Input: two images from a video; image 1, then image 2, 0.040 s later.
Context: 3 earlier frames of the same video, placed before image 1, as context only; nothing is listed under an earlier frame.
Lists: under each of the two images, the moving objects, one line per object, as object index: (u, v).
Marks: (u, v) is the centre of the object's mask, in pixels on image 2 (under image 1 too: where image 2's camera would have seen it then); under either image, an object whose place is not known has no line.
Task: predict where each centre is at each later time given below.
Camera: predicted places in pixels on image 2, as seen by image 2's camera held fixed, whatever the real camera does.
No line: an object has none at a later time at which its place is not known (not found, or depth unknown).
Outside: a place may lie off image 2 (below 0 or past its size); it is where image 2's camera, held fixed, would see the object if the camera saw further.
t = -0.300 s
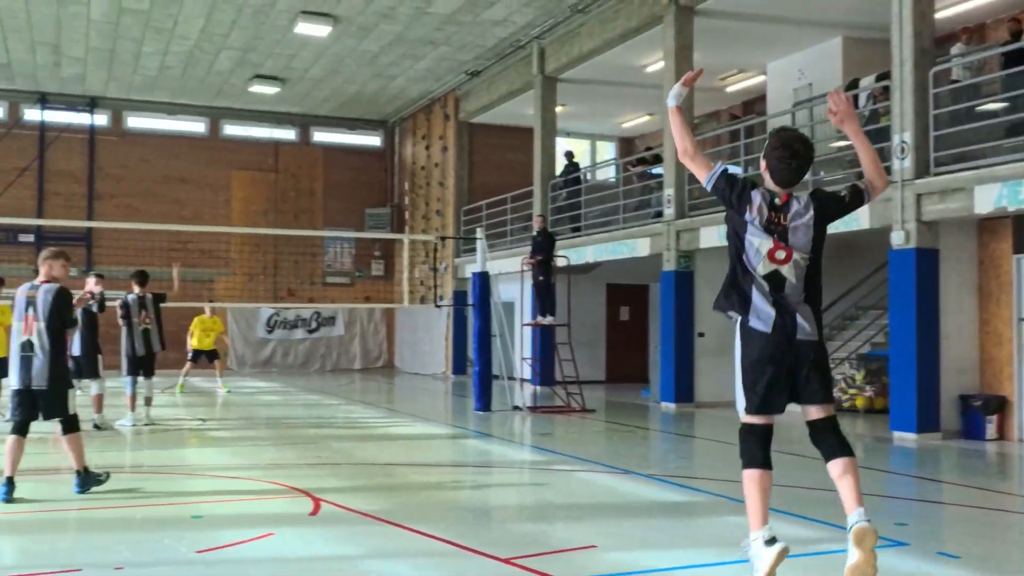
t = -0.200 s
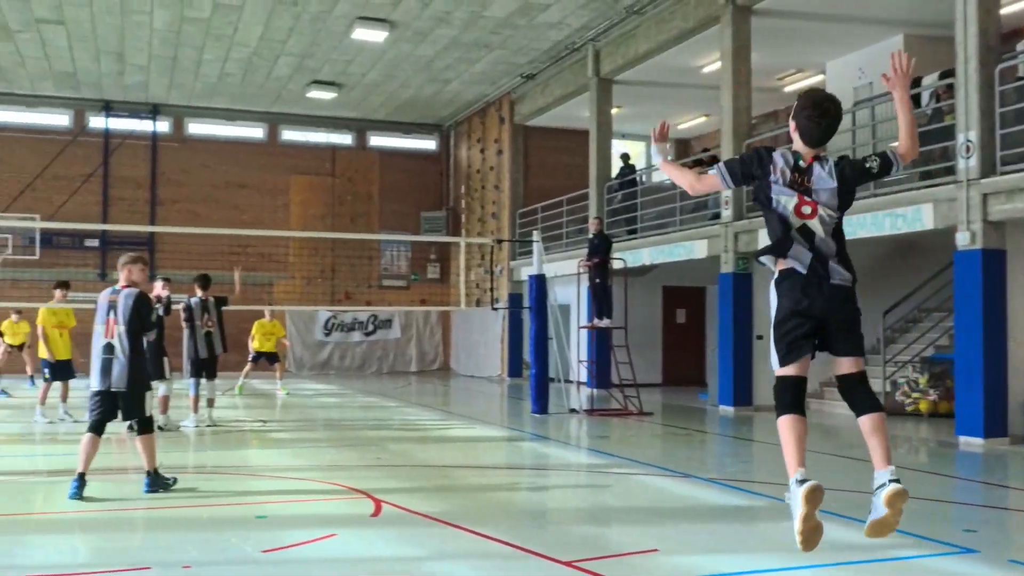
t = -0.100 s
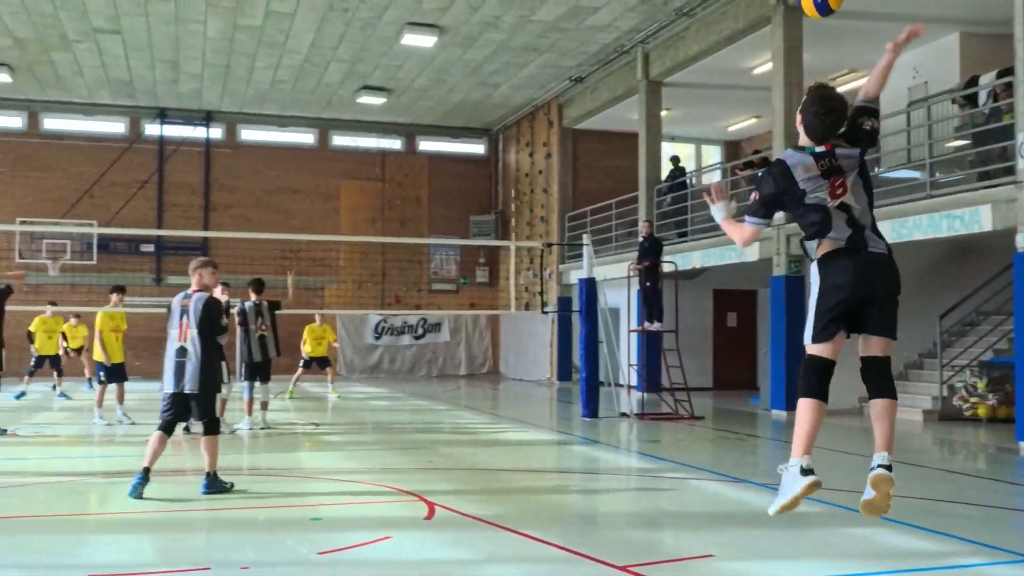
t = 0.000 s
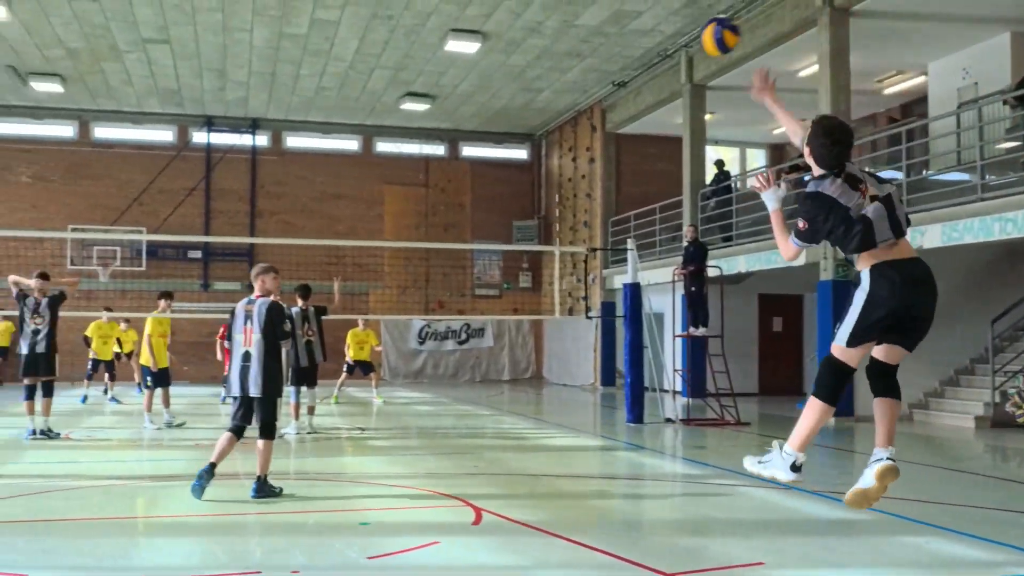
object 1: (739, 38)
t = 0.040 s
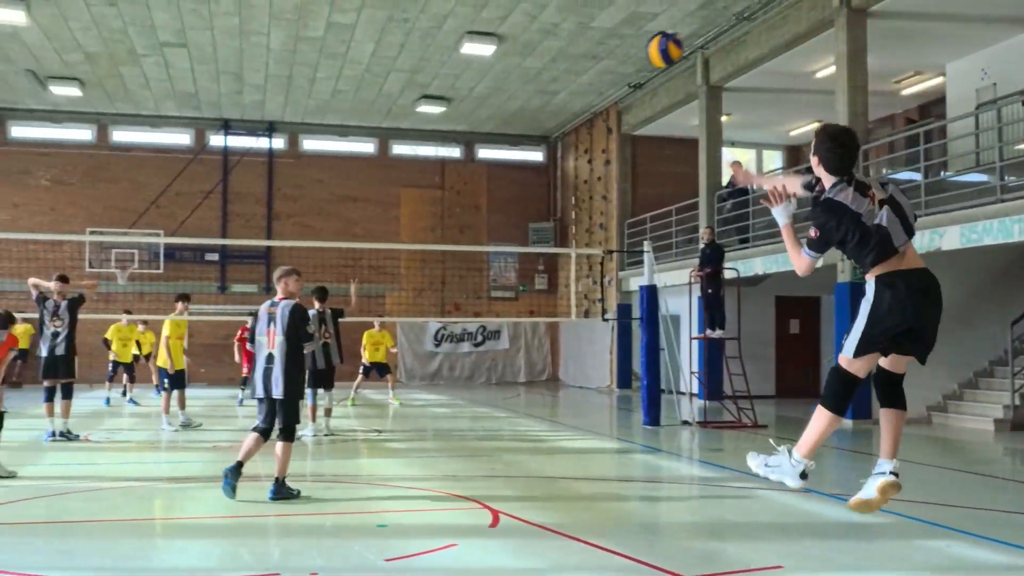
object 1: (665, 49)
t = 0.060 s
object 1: (634, 55)
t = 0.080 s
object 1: (606, 61)
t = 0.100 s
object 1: (579, 67)
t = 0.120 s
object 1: (556, 73)
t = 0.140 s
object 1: (534, 79)
